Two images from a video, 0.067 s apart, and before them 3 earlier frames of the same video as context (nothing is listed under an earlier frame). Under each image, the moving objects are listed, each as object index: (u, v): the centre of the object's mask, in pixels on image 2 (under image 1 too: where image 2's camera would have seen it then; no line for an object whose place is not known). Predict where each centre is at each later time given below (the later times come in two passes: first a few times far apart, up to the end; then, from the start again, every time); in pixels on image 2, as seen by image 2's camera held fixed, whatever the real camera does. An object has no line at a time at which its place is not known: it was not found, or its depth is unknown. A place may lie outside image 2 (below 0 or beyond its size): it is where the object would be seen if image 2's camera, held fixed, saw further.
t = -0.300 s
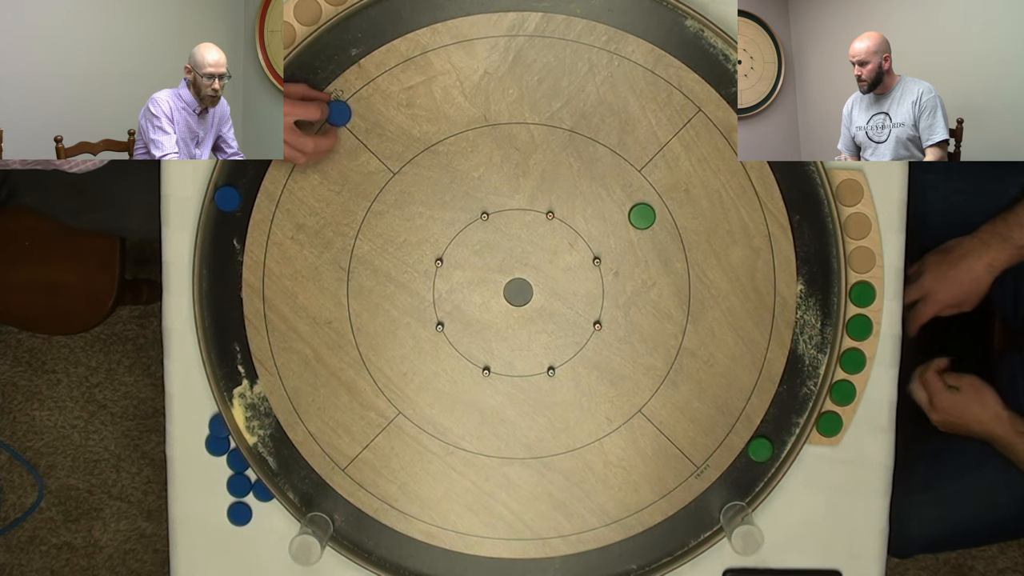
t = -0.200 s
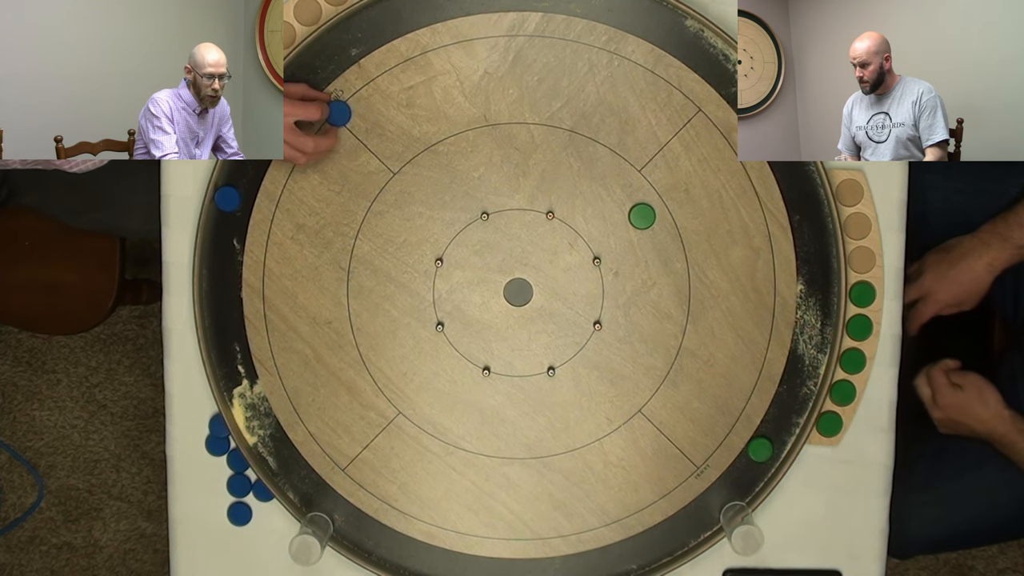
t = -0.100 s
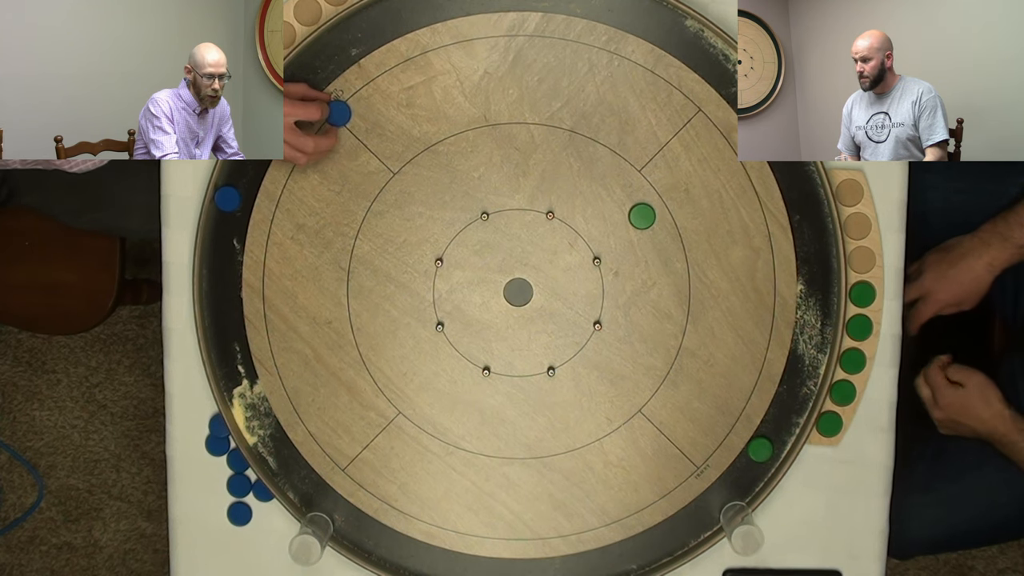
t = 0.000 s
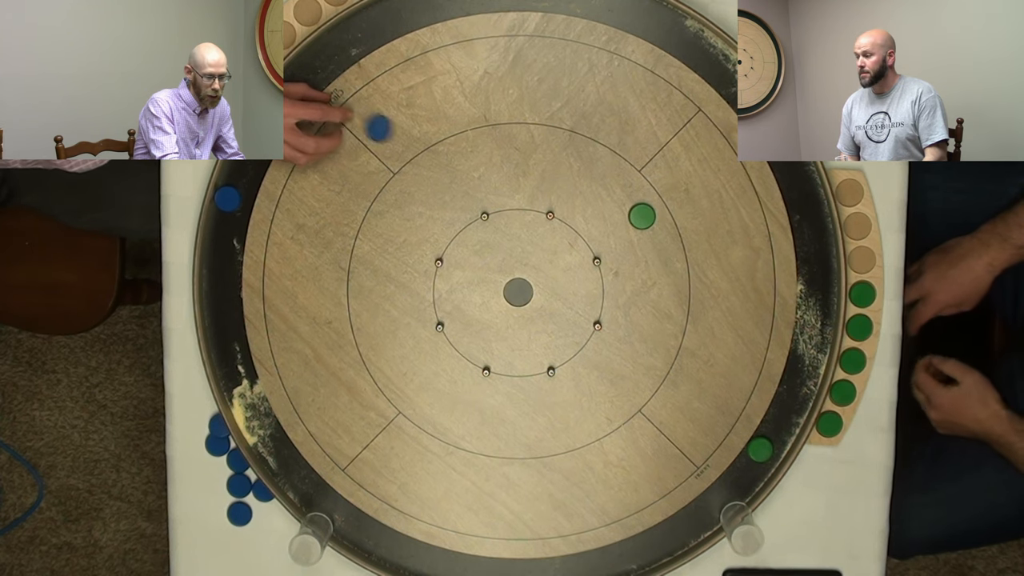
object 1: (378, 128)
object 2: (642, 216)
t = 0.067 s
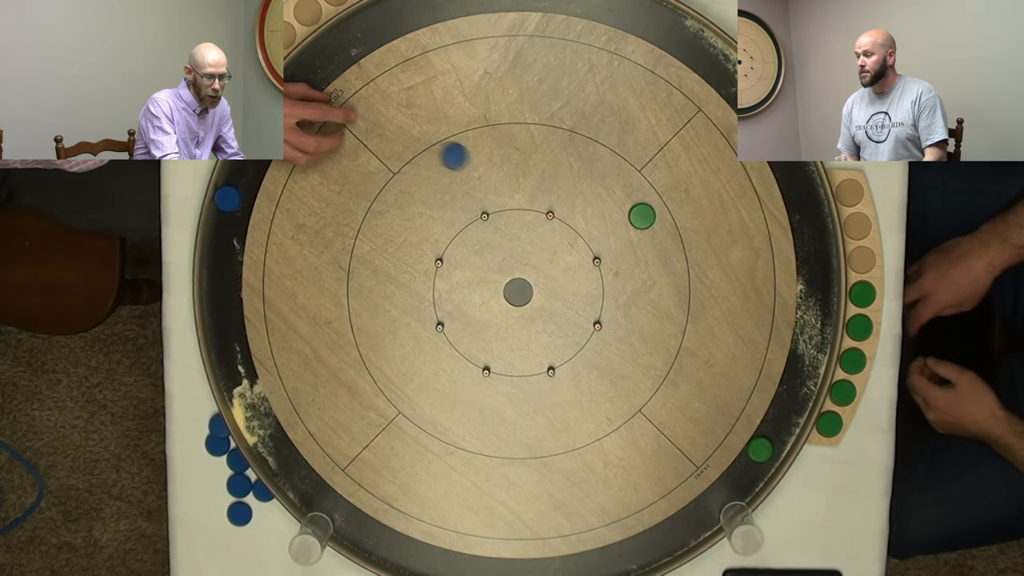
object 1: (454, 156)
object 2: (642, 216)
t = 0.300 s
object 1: (619, 227)
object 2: (689, 220)
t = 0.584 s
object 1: (621, 235)
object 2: (818, 236)
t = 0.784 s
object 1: (621, 235)
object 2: (816, 245)
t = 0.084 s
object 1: (472, 162)
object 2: (642, 215)
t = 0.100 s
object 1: (489, 169)
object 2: (642, 216)
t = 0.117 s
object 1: (506, 175)
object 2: (642, 215)
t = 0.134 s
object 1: (523, 181)
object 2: (642, 215)
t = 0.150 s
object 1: (539, 187)
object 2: (642, 215)
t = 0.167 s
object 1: (555, 193)
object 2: (642, 216)
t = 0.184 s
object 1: (570, 198)
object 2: (642, 216)
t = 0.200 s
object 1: (585, 203)
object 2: (642, 215)
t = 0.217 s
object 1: (599, 209)
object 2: (642, 216)
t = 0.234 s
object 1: (613, 214)
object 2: (642, 215)
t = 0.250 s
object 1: (616, 218)
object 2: (653, 217)
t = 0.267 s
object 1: (617, 222)
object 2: (665, 218)
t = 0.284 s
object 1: (618, 224)
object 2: (677, 219)
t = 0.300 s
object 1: (619, 227)
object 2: (689, 220)
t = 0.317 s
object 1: (620, 229)
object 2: (700, 221)
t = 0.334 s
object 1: (620, 231)
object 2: (710, 223)
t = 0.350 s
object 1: (620, 232)
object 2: (721, 224)
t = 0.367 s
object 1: (620, 233)
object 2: (731, 225)
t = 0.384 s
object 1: (621, 234)
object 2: (740, 226)
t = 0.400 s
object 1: (621, 235)
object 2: (749, 227)
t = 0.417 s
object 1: (621, 235)
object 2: (758, 228)
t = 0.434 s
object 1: (621, 235)
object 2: (766, 229)
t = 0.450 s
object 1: (621, 235)
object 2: (774, 231)
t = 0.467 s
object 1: (621, 235)
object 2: (781, 232)
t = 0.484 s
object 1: (621, 235)
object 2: (787, 233)
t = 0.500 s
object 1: (621, 235)
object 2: (793, 234)
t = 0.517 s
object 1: (621, 235)
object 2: (799, 234)
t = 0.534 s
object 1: (621, 235)
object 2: (804, 235)
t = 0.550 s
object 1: (621, 235)
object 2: (809, 236)
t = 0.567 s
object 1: (621, 235)
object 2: (813, 236)
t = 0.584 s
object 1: (621, 235)
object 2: (818, 236)
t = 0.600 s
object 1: (621, 235)
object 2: (820, 237)
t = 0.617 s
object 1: (621, 235)
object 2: (817, 239)
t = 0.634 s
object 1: (621, 235)
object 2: (815, 241)
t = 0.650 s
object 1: (621, 235)
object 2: (812, 242)
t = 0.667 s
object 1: (621, 235)
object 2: (810, 243)
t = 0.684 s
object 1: (621, 235)
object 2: (807, 245)
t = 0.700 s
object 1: (621, 235)
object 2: (807, 245)
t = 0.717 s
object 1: (621, 235)
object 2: (809, 245)
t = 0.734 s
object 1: (621, 235)
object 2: (811, 245)
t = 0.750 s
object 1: (621, 235)
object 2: (813, 245)
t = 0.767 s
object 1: (621, 235)
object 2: (814, 245)
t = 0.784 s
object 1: (621, 235)
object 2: (816, 245)
